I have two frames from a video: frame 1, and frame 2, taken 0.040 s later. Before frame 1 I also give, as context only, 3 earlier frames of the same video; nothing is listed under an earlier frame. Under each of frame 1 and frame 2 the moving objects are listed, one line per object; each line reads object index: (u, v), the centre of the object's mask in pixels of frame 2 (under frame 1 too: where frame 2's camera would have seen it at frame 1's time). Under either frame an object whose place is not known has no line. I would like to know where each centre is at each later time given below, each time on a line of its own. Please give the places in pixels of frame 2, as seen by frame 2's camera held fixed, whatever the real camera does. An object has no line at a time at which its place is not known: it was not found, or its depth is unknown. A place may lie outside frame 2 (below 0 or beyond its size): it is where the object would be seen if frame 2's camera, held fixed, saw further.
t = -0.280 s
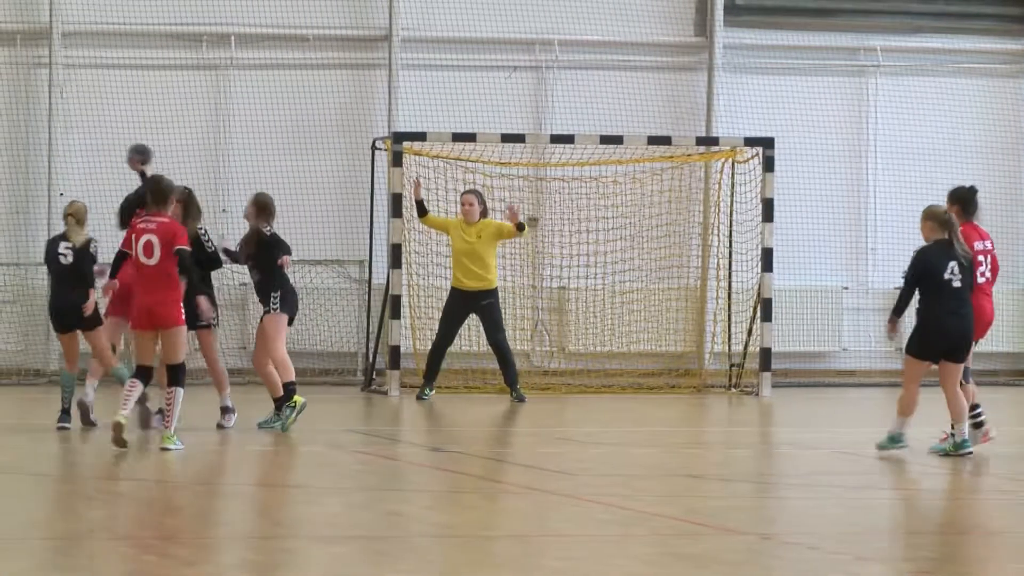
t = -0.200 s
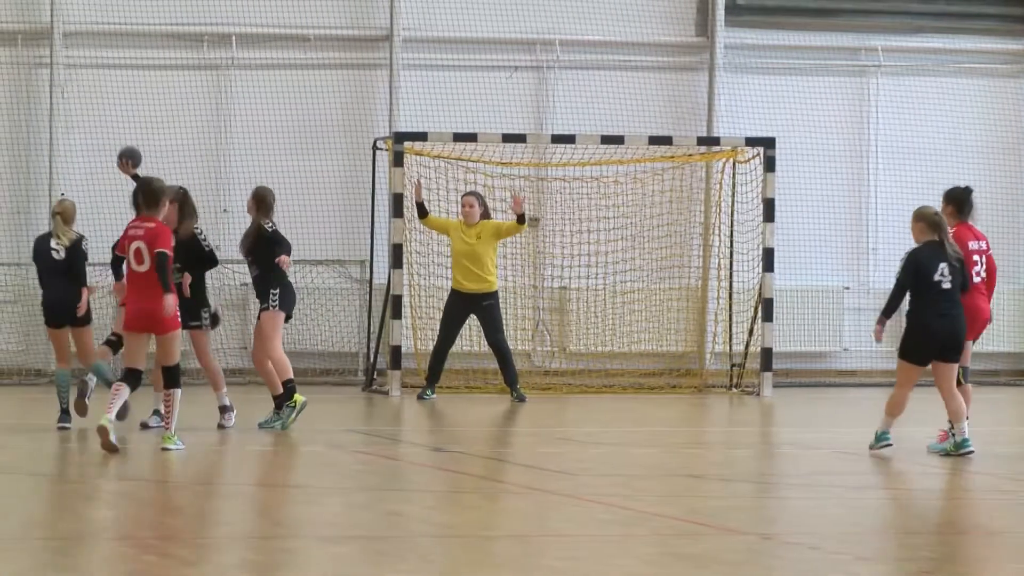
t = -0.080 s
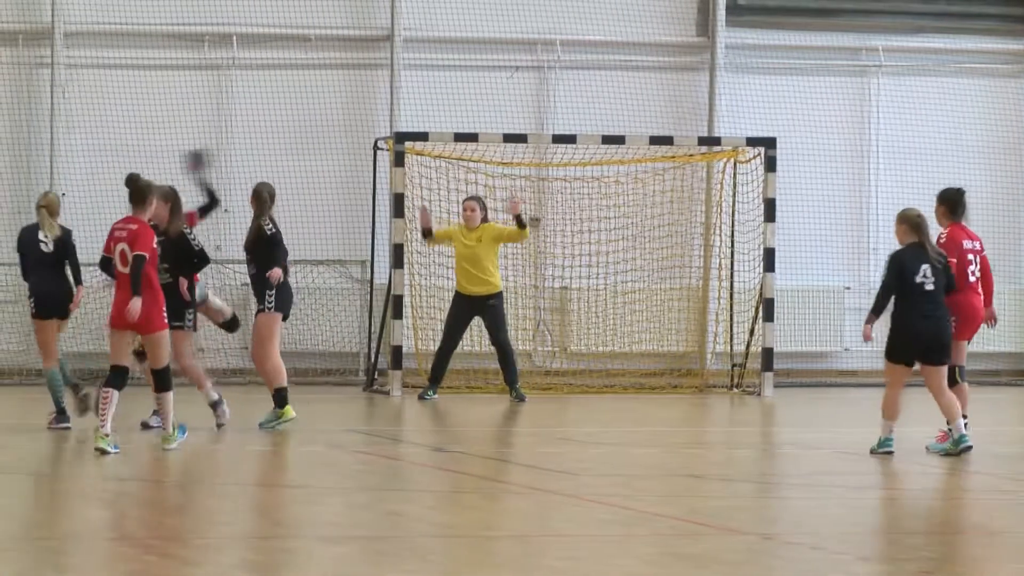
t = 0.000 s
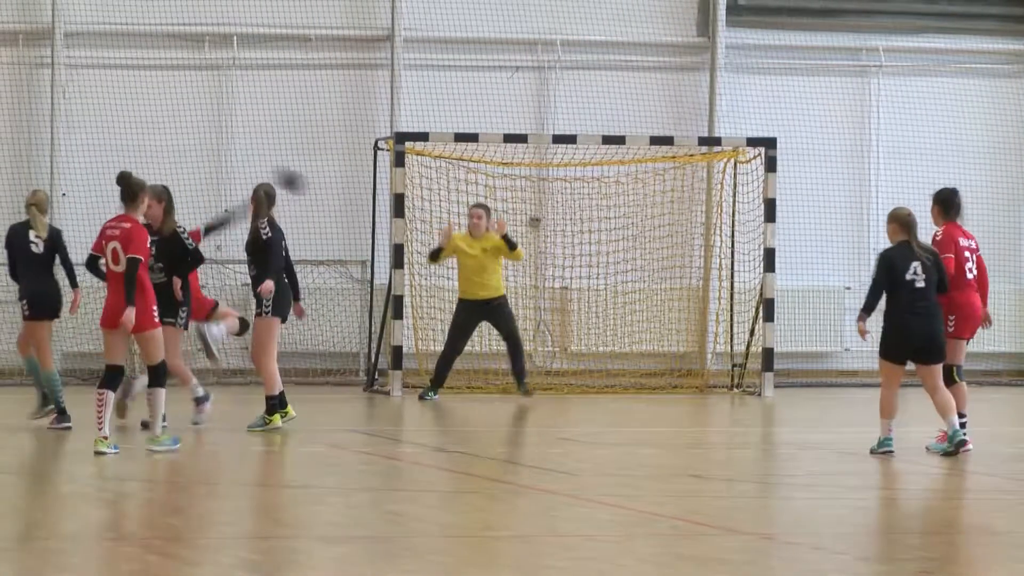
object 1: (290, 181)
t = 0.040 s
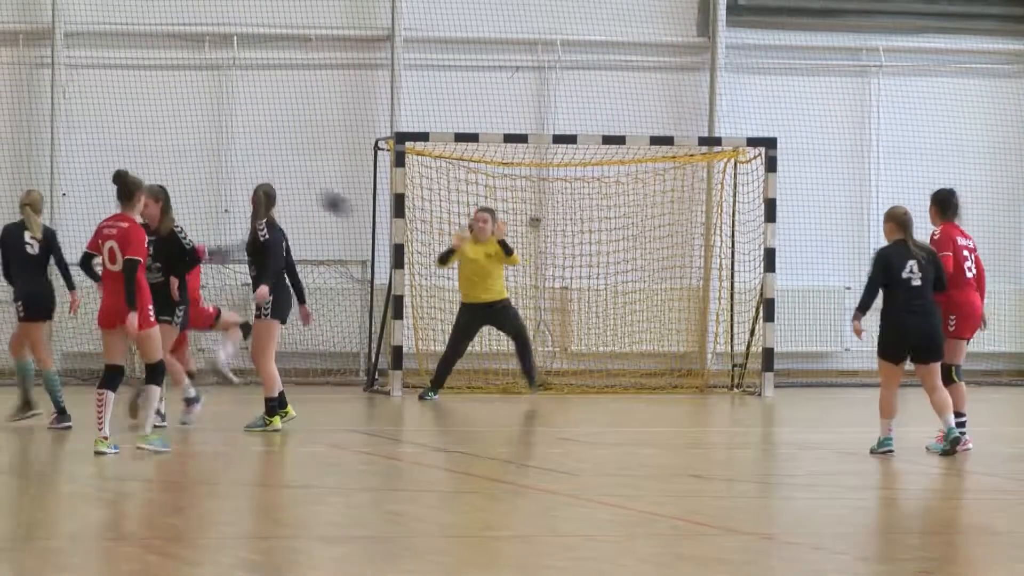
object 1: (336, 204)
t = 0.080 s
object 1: (377, 227)
